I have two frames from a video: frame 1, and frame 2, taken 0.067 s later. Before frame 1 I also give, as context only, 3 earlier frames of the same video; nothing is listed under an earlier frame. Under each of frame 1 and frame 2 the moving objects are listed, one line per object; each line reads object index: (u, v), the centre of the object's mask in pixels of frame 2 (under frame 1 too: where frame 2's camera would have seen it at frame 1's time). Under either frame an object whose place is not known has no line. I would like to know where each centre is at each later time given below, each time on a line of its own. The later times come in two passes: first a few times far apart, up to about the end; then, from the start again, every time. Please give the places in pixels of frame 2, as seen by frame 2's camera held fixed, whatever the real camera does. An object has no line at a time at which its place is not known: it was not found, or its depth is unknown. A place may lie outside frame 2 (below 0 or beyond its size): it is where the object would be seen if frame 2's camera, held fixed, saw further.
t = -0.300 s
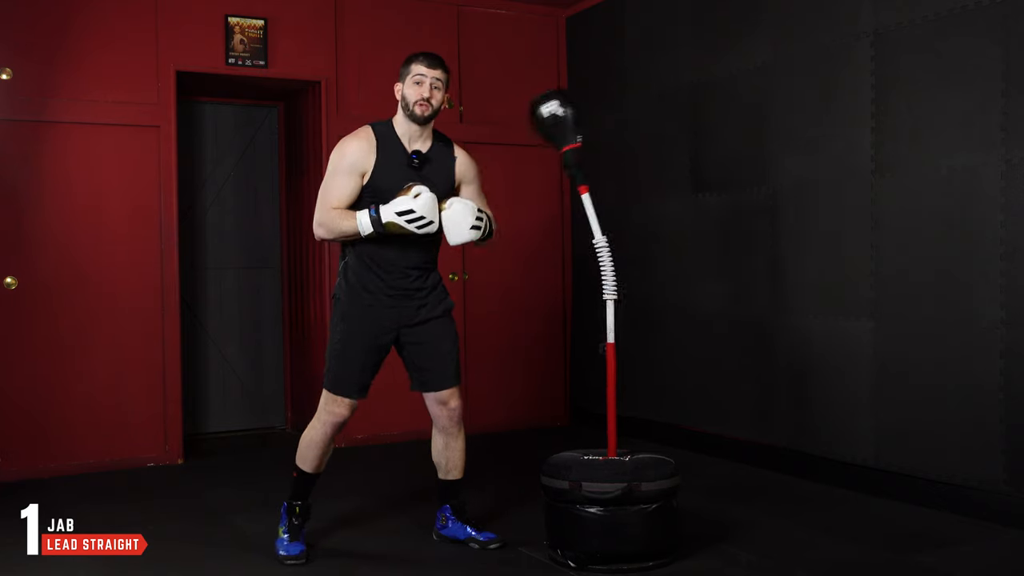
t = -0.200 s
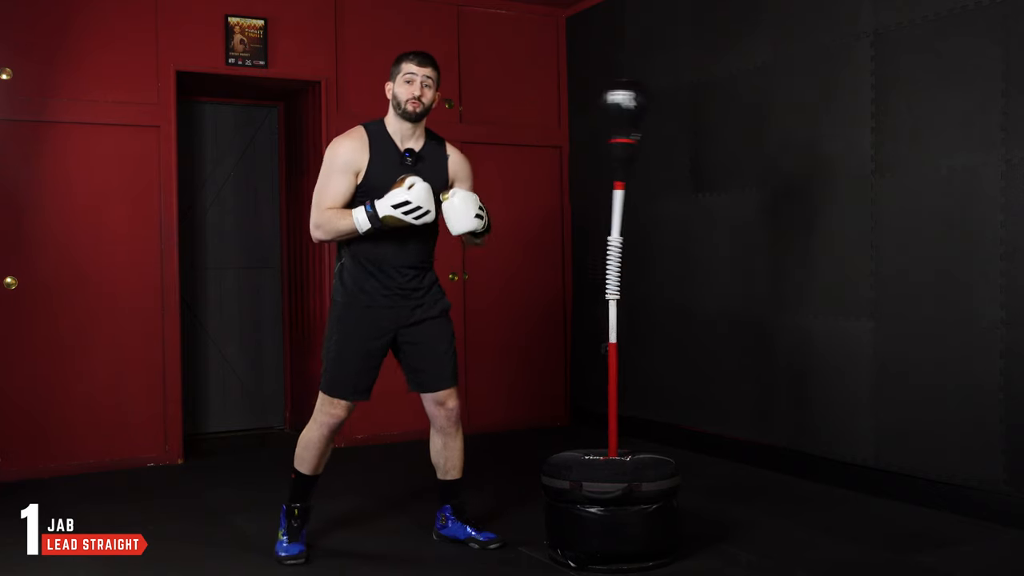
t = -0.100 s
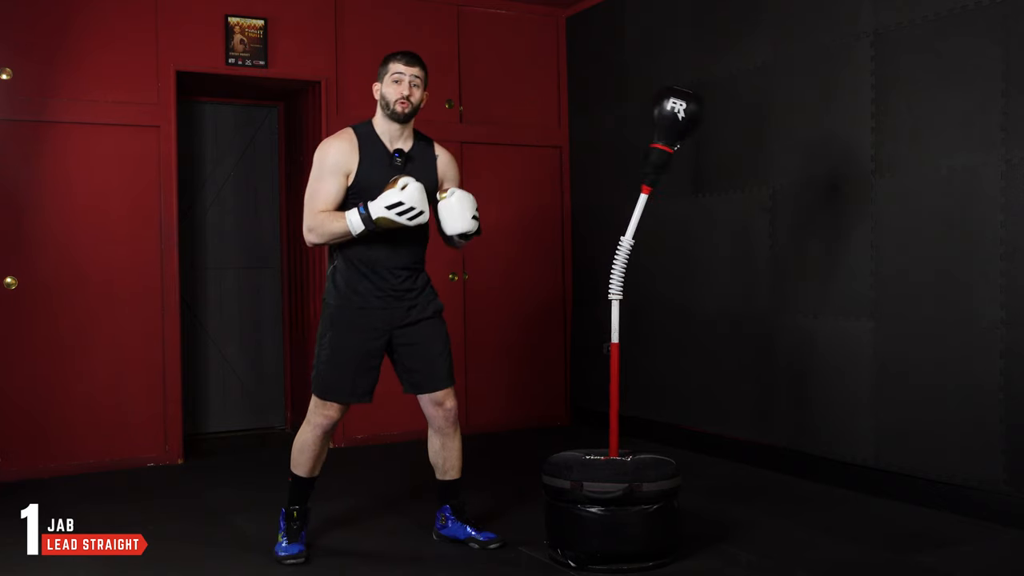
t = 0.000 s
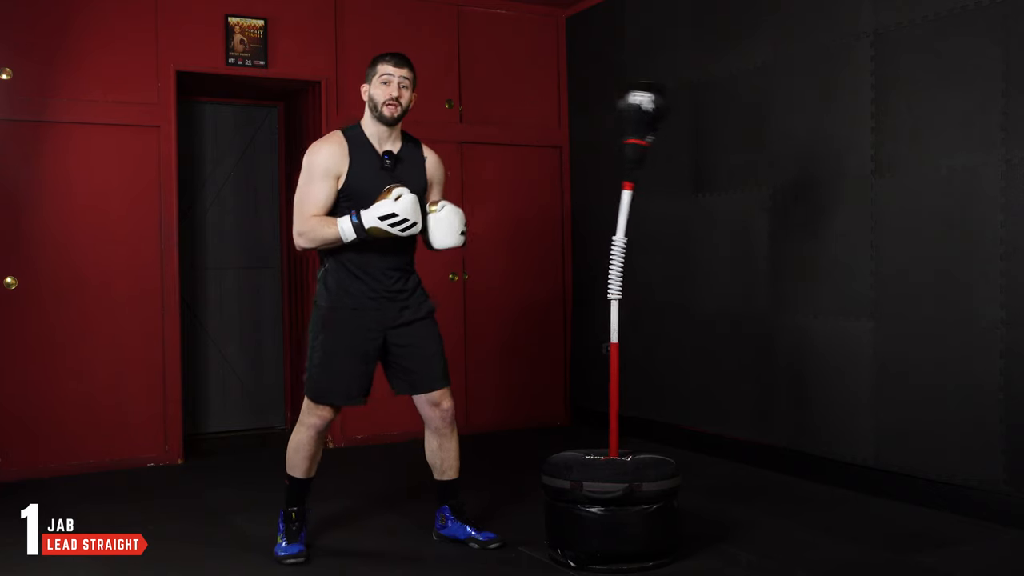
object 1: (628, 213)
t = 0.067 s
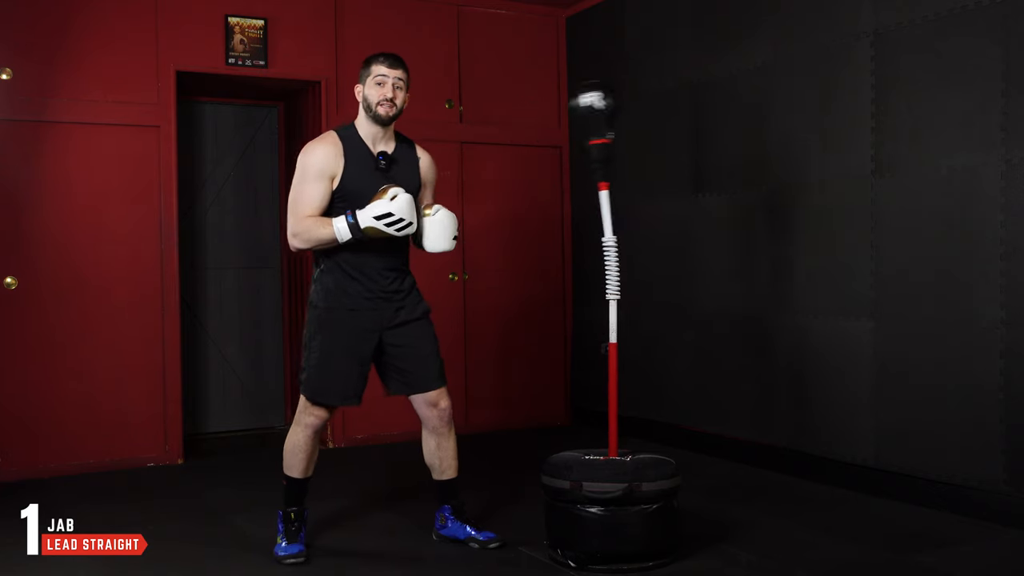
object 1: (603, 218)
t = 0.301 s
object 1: (622, 214)
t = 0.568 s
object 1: (600, 215)
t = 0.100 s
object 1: (595, 222)
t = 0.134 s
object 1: (592, 222)
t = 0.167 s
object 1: (592, 222)
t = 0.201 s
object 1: (595, 222)
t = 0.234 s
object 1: (600, 218)
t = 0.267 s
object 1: (610, 218)
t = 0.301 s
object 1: (622, 214)
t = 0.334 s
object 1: (632, 212)
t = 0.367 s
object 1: (636, 213)
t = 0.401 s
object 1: (637, 214)
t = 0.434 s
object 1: (634, 214)
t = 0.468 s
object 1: (630, 214)
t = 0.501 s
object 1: (620, 216)
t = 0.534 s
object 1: (610, 218)
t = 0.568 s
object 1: (600, 215)
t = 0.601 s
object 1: (596, 218)
